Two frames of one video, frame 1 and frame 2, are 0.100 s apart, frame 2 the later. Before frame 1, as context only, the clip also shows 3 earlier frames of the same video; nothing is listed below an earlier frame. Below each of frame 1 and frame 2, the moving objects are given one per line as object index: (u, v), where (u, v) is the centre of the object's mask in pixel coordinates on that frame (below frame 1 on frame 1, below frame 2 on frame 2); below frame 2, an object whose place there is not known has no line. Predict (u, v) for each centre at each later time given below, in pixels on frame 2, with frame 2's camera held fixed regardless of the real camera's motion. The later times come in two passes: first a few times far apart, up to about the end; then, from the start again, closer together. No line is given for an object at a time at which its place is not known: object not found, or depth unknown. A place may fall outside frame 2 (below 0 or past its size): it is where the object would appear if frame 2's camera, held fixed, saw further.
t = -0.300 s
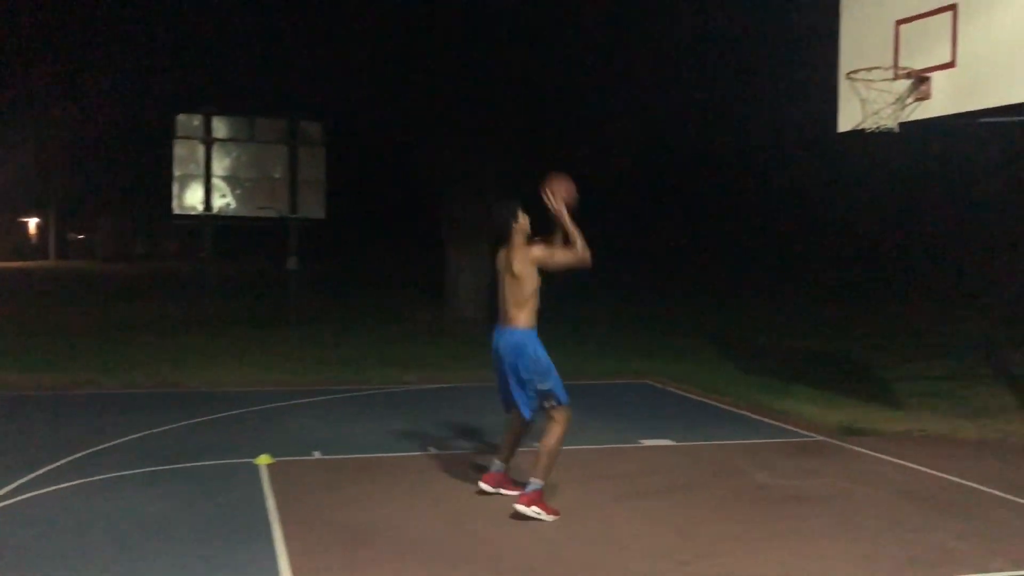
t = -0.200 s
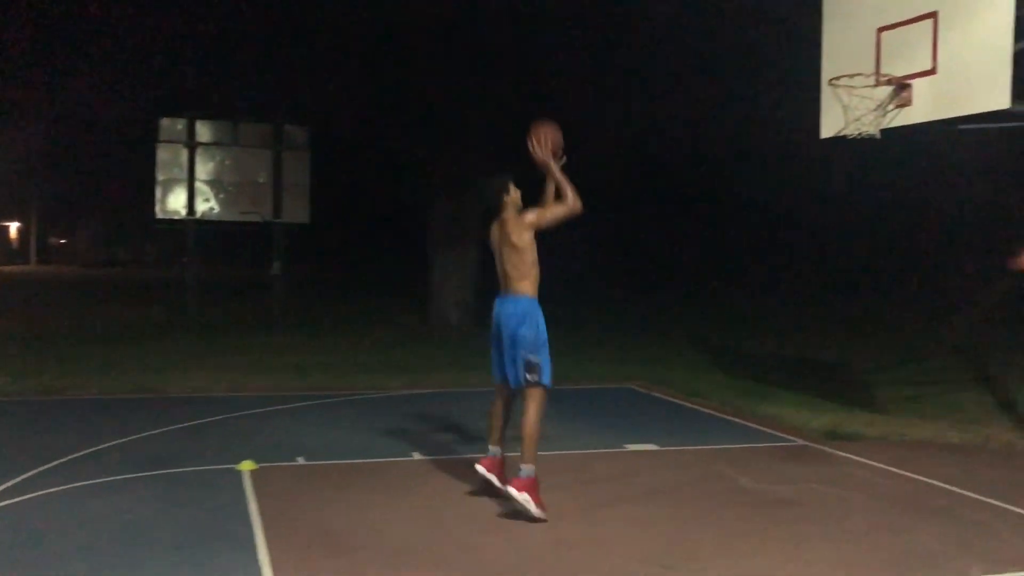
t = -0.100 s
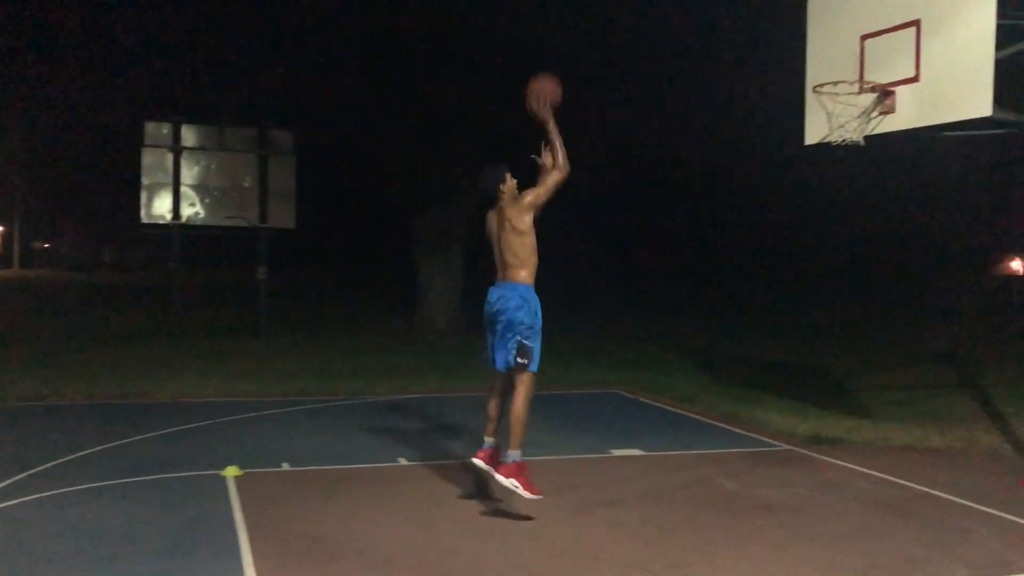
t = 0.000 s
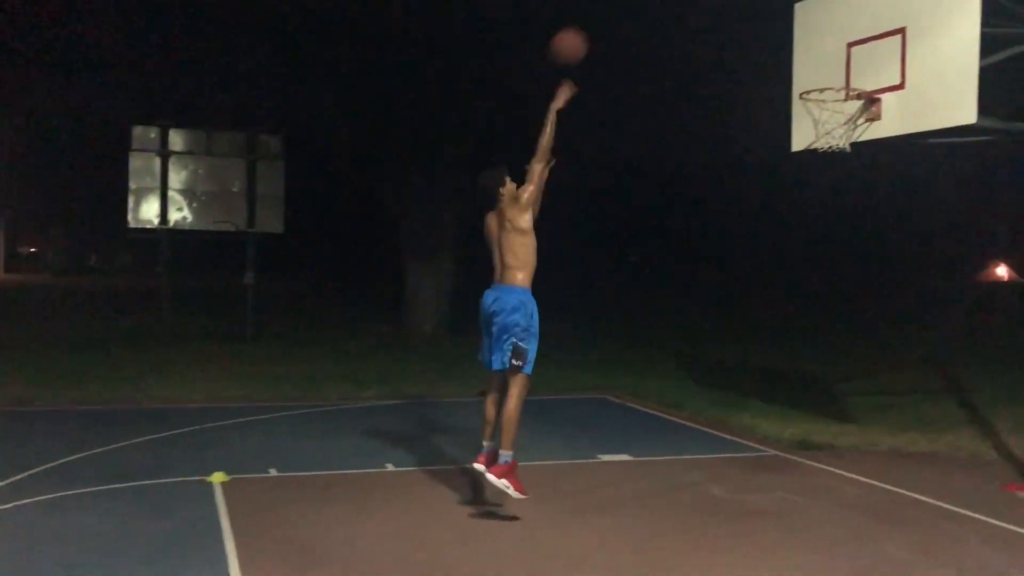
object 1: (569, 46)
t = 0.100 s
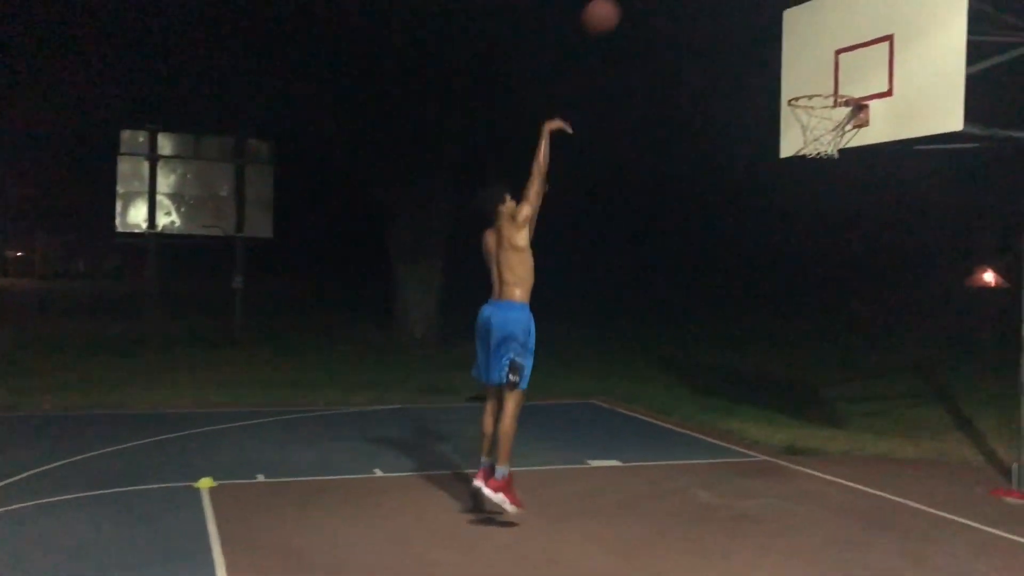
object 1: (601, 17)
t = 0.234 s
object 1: (656, 0)
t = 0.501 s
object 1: (755, 17)
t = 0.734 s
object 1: (834, 114)
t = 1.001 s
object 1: (830, 184)
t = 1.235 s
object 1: (816, 301)
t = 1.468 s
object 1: (805, 476)
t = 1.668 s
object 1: (774, 363)
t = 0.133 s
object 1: (615, 10)
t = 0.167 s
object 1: (628, 6)
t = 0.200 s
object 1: (642, 3)
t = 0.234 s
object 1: (656, 0)
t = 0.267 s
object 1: (669, -2)
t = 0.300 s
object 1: (681, -3)
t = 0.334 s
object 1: (695, -4)
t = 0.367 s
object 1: (707, -3)
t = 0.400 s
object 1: (720, -2)
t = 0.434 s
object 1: (732, 2)
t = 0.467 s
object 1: (745, 9)
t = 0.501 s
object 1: (755, 17)
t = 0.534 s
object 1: (767, 27)
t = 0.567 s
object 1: (779, 37)
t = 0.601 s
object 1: (790, 50)
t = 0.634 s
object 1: (801, 63)
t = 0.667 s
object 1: (812, 79)
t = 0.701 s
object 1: (823, 95)
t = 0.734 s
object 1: (834, 114)
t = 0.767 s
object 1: (841, 126)
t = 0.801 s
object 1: (841, 132)
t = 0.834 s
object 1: (838, 143)
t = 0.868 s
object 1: (837, 145)
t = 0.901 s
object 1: (836, 152)
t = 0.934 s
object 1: (834, 163)
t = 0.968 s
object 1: (831, 173)
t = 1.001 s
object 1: (830, 184)
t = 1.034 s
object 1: (828, 197)
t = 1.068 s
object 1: (826, 212)
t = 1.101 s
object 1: (824, 228)
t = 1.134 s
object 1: (822, 245)
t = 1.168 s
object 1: (820, 262)
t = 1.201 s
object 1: (819, 281)
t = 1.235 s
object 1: (816, 301)
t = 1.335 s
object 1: (811, 368)
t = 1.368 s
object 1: (809, 393)
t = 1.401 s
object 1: (809, 417)
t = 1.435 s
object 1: (806, 441)
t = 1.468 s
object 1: (805, 476)
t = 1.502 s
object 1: (801, 466)
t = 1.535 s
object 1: (794, 440)
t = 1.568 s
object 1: (789, 416)
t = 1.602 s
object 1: (785, 398)
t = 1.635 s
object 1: (779, 381)
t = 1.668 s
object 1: (774, 363)
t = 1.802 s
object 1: (754, 313)
